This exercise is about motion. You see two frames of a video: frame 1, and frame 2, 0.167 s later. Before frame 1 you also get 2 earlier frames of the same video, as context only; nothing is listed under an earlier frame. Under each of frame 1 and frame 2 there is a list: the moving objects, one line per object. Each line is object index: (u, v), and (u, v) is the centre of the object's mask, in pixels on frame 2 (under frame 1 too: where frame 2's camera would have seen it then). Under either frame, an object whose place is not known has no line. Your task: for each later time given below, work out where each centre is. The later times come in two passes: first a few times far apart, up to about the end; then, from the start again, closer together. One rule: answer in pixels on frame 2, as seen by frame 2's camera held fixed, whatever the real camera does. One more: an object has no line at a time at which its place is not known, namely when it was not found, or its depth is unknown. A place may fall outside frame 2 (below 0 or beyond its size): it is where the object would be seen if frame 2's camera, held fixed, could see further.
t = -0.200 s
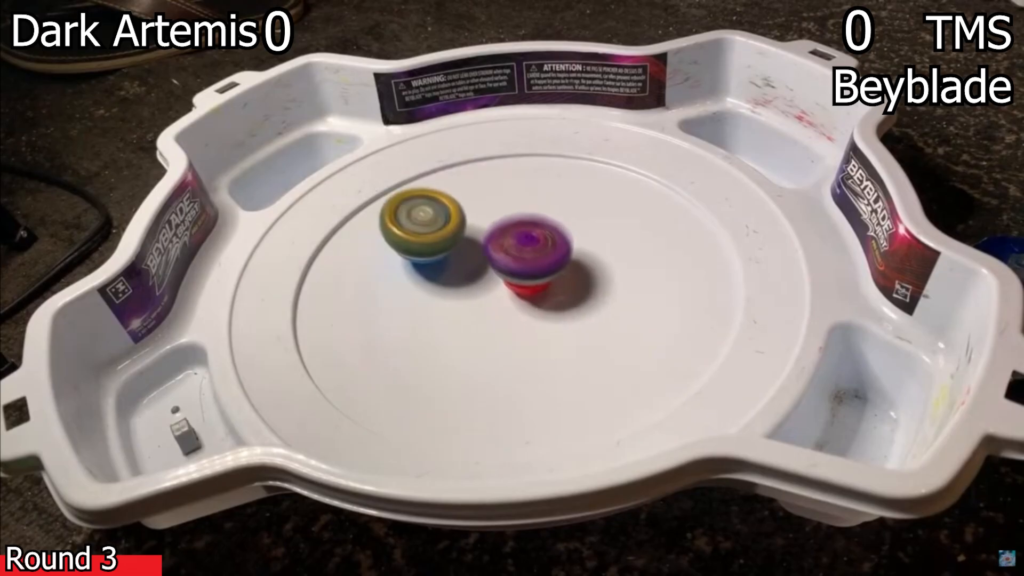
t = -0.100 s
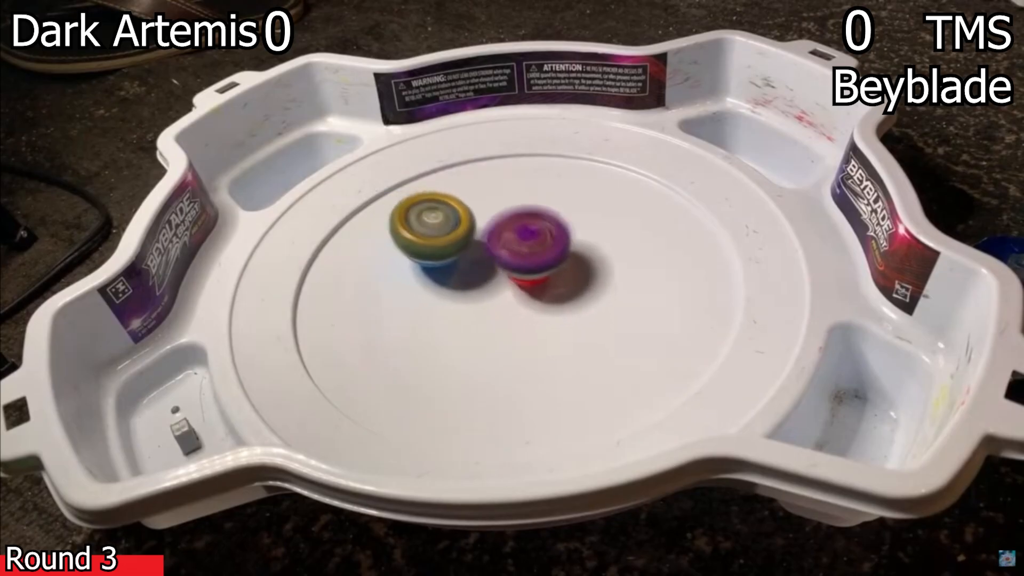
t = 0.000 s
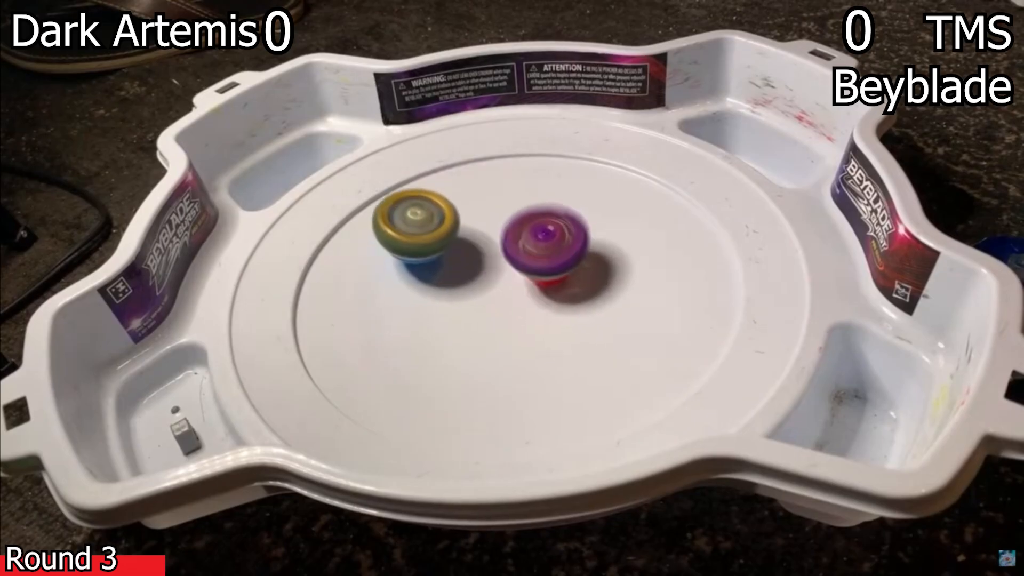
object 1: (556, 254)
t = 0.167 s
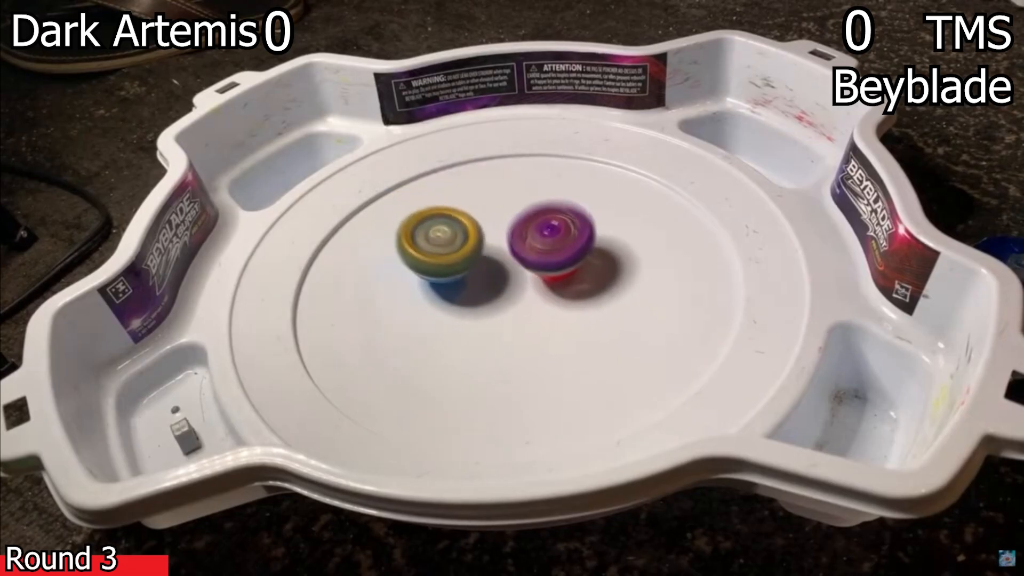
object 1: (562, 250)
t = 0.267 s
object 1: (589, 251)
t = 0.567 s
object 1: (626, 265)
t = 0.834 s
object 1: (594, 296)
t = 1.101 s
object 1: (527, 320)
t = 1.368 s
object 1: (384, 391)
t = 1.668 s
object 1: (404, 333)
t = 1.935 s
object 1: (464, 243)
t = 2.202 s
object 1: (493, 225)
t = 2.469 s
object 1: (535, 246)
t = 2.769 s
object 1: (527, 280)
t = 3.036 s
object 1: (479, 298)
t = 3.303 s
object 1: (498, 270)
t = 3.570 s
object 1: (533, 246)
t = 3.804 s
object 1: (563, 256)
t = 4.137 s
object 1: (540, 282)
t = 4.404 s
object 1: (495, 283)
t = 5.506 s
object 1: (523, 292)
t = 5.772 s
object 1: (503, 298)
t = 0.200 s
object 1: (563, 250)
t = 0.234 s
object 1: (571, 250)
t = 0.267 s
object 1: (589, 251)
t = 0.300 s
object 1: (600, 252)
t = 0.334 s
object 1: (608, 253)
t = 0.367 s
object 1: (614, 254)
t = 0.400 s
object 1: (618, 255)
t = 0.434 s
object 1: (621, 256)
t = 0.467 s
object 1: (623, 258)
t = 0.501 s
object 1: (625, 260)
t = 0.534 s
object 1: (626, 262)
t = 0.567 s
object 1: (626, 265)
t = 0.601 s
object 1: (625, 267)
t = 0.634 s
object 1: (624, 270)
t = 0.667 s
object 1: (622, 273)
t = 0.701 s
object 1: (618, 277)
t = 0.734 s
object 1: (612, 281)
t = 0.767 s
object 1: (607, 286)
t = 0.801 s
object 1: (600, 291)
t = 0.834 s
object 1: (594, 296)
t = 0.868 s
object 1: (587, 302)
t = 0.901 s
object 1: (581, 308)
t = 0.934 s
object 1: (571, 312)
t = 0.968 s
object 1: (562, 315)
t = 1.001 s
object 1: (554, 318)
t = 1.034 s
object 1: (545, 319)
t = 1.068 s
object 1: (536, 320)
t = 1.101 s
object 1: (527, 320)
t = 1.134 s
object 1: (508, 332)
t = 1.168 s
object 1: (489, 339)
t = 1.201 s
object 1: (475, 343)
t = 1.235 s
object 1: (459, 352)
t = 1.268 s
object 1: (435, 370)
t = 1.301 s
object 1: (413, 384)
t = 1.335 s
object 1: (396, 391)
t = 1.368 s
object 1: (384, 391)
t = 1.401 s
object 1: (382, 388)
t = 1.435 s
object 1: (383, 383)
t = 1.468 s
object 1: (384, 376)
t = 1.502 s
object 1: (385, 370)
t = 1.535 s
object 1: (386, 363)
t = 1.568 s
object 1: (388, 356)
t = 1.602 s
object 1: (391, 348)
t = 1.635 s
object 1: (397, 340)
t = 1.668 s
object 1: (404, 333)
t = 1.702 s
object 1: (412, 324)
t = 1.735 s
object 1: (422, 313)
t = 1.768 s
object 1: (434, 302)
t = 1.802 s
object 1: (446, 289)
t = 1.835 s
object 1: (459, 274)
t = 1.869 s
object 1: (470, 259)
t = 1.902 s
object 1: (470, 248)
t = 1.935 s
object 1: (464, 243)
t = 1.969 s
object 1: (461, 239)
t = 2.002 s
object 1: (462, 234)
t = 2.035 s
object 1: (466, 231)
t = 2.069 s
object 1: (471, 229)
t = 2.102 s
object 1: (475, 226)
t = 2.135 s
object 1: (480, 225)
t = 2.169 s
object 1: (486, 225)
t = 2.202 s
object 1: (493, 225)
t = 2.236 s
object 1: (500, 226)
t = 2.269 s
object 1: (506, 228)
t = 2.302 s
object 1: (512, 230)
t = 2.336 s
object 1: (517, 232)
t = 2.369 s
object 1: (523, 236)
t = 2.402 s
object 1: (527, 239)
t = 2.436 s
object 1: (531, 242)
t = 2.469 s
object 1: (535, 246)
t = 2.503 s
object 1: (539, 251)
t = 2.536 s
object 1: (541, 256)
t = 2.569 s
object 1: (542, 260)
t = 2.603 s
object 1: (543, 261)
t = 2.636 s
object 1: (541, 264)
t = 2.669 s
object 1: (538, 266)
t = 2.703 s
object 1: (535, 271)
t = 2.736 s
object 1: (531, 276)
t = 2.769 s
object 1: (527, 280)
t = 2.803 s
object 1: (522, 283)
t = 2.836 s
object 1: (516, 287)
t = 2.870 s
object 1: (509, 291)
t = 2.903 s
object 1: (502, 294)
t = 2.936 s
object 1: (497, 296)
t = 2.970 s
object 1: (491, 298)
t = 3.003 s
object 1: (485, 298)
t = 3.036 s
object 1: (479, 298)
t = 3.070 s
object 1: (474, 299)
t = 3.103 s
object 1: (477, 300)
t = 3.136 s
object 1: (483, 296)
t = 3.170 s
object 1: (486, 289)
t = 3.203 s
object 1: (491, 285)
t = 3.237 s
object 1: (493, 280)
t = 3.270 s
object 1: (496, 275)
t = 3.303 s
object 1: (498, 270)
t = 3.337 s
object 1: (502, 265)
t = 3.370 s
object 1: (507, 262)
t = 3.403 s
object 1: (509, 257)
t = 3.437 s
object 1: (514, 254)
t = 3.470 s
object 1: (518, 252)
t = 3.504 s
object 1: (523, 248)
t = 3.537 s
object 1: (528, 247)
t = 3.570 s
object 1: (533, 246)
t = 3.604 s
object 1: (538, 246)
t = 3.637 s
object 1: (542, 246)
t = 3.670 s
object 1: (548, 247)
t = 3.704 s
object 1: (553, 248)
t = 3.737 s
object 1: (557, 250)
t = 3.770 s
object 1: (559, 253)
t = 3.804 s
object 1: (563, 256)
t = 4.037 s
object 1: (556, 277)
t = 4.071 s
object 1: (554, 279)
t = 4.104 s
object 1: (546, 281)
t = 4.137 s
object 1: (540, 282)
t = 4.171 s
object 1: (534, 284)
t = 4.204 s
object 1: (526, 285)
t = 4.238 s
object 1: (521, 285)
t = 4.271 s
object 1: (515, 286)
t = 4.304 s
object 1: (508, 286)
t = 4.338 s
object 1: (504, 286)
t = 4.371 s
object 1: (498, 285)
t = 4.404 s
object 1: (495, 283)
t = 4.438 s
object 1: (491, 281)
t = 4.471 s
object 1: (488, 278)
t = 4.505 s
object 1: (483, 271)
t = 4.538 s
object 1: (482, 267)
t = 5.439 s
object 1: (531, 286)
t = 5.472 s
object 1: (528, 289)
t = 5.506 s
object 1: (523, 292)
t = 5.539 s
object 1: (520, 294)
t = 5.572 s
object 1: (516, 295)
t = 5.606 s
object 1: (510, 296)
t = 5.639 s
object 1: (505, 297)
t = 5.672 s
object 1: (503, 297)
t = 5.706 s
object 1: (498, 298)
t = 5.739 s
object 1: (502, 298)
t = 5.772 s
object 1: (503, 298)
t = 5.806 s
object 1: (502, 298)
